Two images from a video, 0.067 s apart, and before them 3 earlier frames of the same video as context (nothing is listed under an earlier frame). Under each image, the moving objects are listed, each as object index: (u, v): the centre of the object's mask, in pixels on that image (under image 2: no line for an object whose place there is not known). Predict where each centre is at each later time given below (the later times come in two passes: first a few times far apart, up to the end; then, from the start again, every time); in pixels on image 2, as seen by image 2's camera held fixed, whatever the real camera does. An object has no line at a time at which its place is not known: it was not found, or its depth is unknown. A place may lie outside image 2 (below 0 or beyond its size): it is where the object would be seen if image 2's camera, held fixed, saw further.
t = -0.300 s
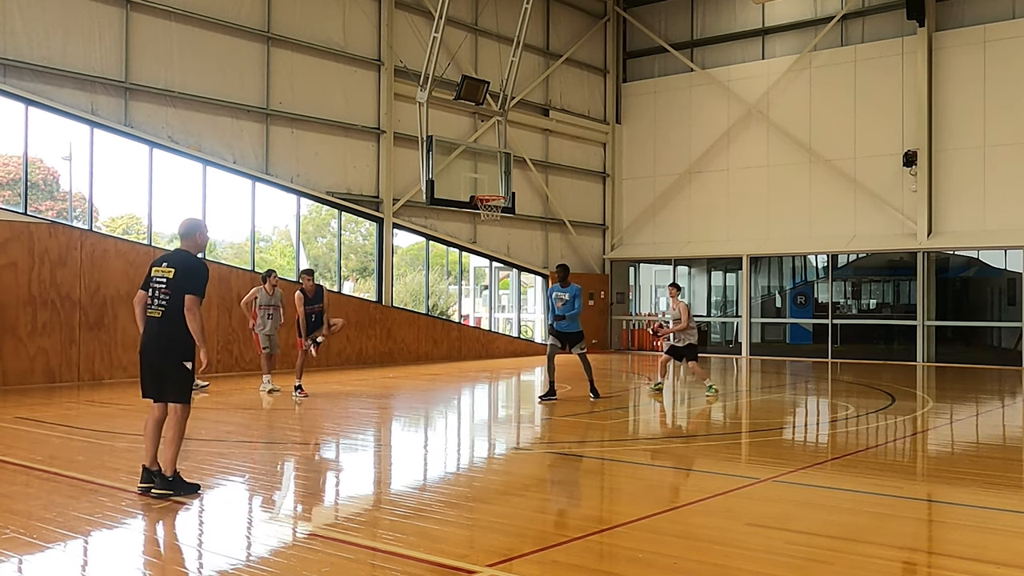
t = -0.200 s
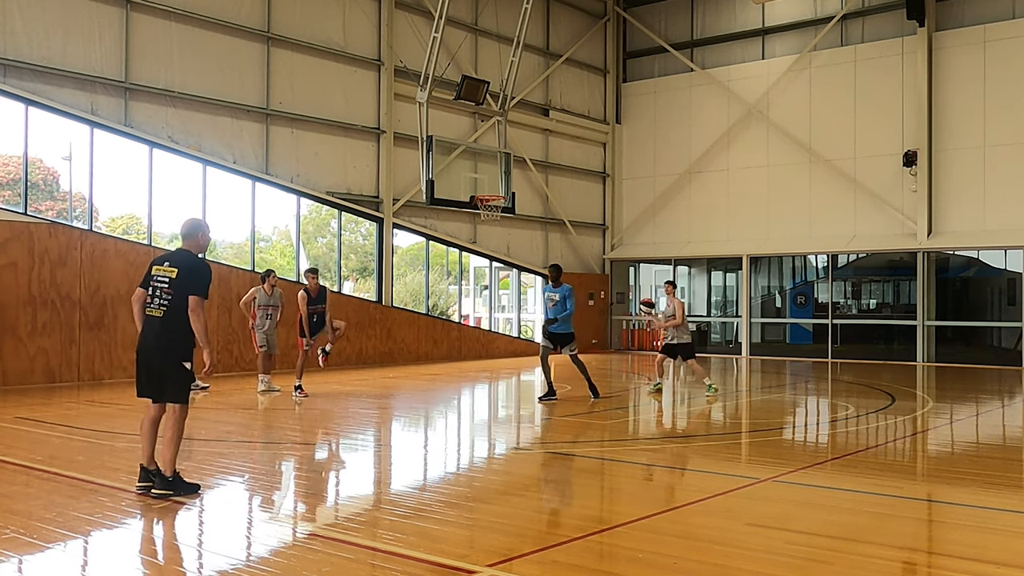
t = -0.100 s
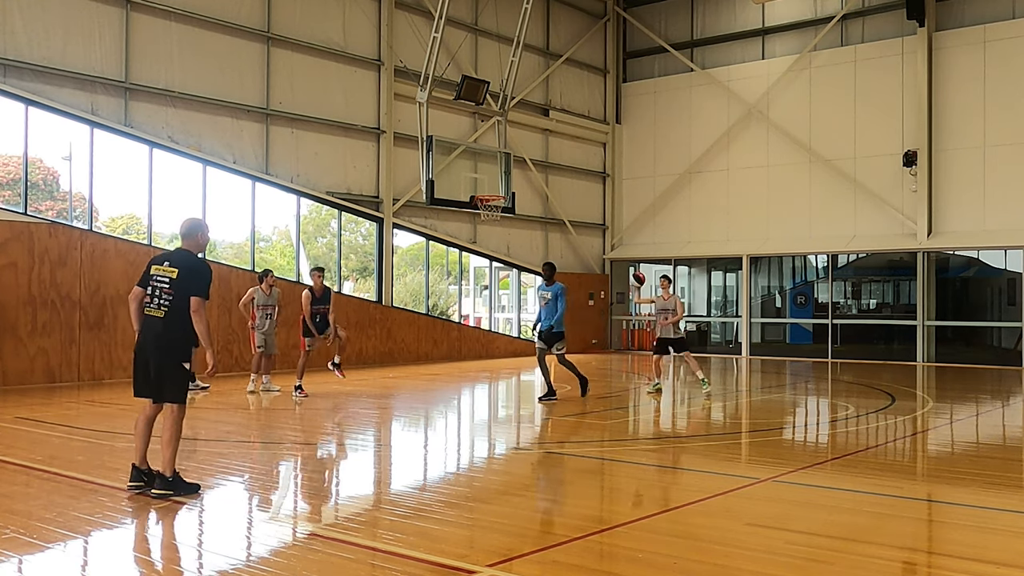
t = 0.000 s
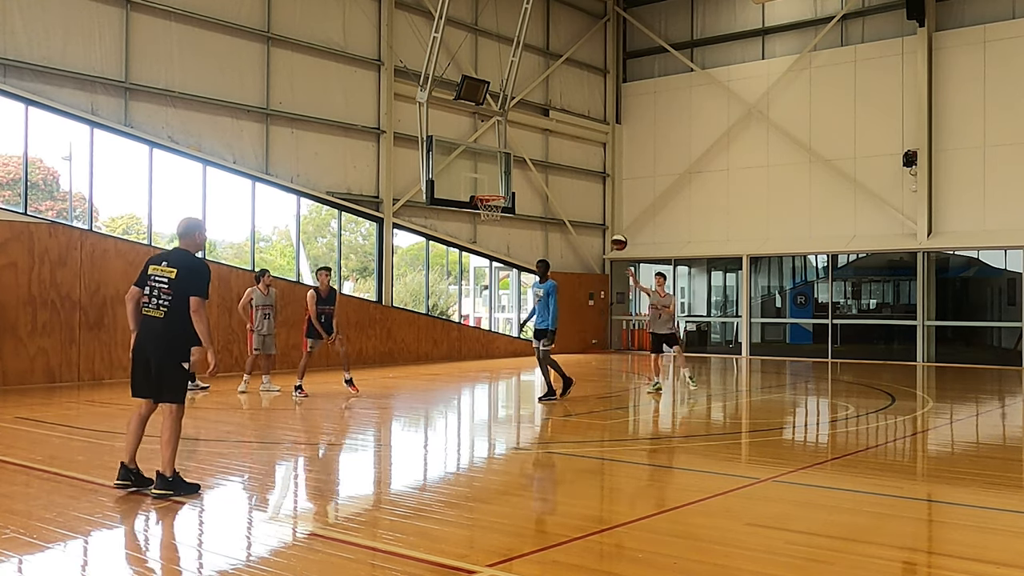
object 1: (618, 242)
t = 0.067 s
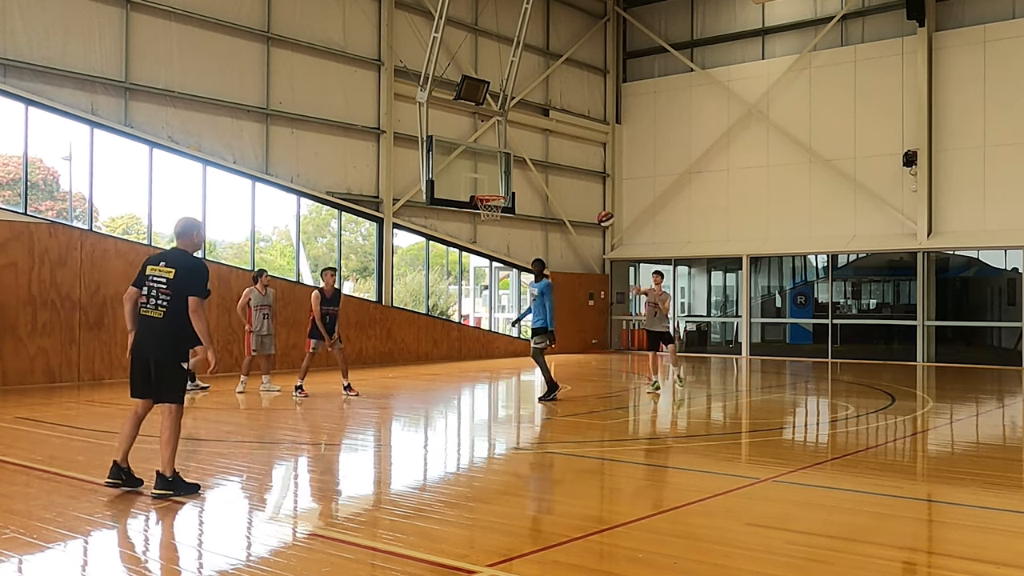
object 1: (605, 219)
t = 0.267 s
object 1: (558, 155)
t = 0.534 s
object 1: (475, 96)
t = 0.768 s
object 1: (374, 83)
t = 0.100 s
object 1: (598, 207)
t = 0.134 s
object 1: (591, 196)
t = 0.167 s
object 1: (583, 185)
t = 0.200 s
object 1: (575, 176)
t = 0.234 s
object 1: (567, 165)
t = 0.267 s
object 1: (558, 155)
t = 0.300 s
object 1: (549, 145)
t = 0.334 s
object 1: (540, 138)
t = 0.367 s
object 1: (530, 130)
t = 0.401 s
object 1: (520, 122)
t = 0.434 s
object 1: (509, 114)
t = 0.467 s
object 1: (498, 108)
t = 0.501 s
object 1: (487, 102)
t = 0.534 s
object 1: (475, 96)
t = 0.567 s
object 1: (464, 92)
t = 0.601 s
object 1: (451, 89)
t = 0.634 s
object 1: (437, 86)
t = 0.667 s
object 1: (422, 84)
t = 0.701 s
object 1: (407, 82)
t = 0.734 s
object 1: (390, 83)
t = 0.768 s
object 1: (374, 83)
